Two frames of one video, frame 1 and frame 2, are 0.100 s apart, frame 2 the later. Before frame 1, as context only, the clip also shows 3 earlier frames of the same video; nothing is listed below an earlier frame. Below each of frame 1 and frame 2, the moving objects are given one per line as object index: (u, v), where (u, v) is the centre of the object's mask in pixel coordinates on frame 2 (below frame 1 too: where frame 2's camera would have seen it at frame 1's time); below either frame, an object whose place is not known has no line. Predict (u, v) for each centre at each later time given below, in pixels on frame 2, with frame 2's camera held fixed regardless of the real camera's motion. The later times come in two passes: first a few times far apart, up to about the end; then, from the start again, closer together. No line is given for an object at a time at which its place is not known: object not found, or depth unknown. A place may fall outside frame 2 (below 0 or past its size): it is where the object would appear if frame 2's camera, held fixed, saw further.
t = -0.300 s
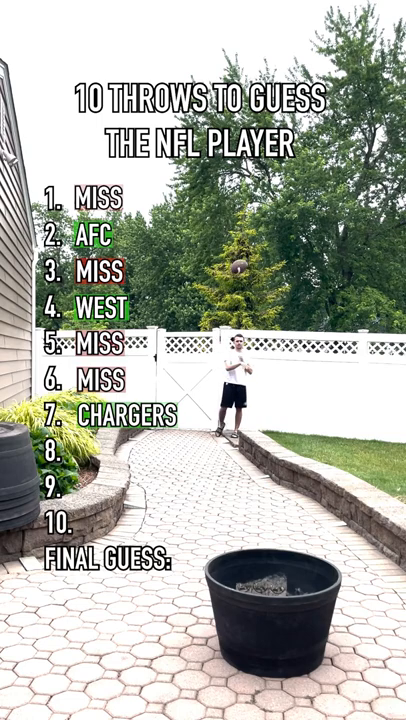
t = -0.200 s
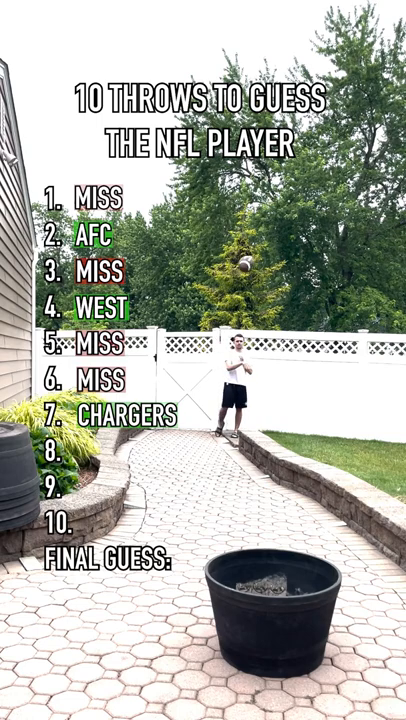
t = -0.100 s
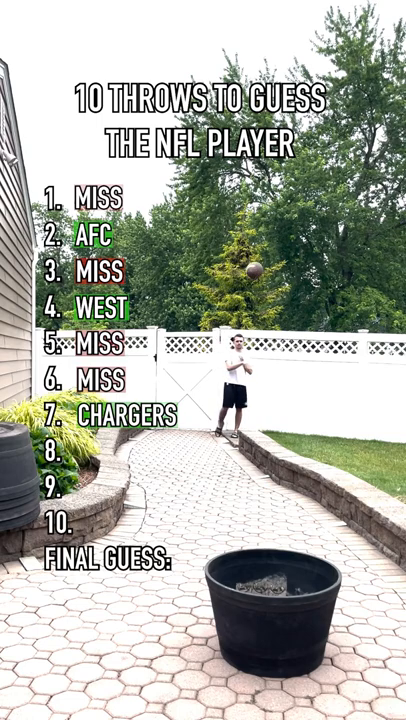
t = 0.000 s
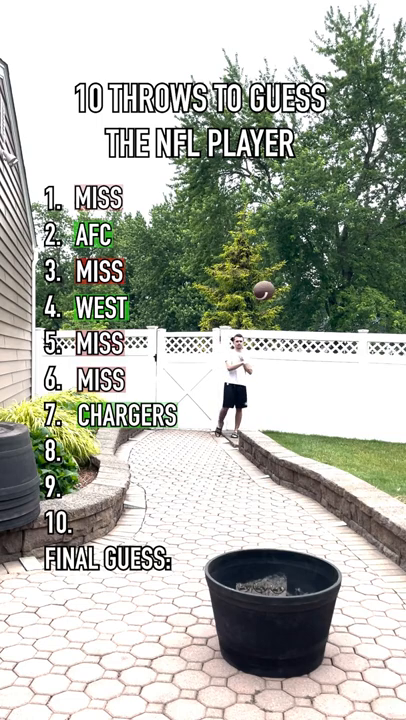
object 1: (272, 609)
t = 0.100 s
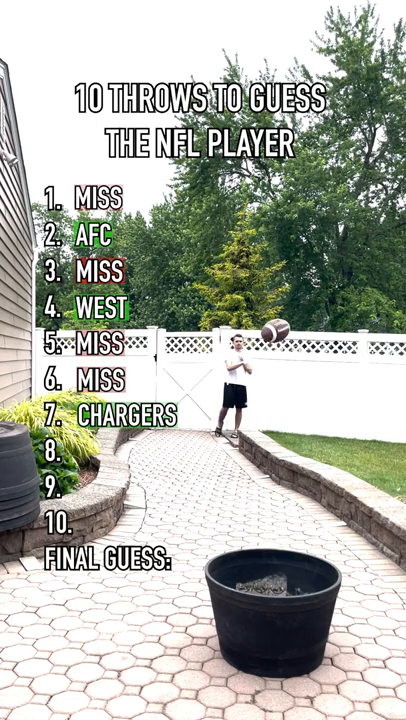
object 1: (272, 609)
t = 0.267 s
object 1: (272, 609)
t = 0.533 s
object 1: (276, 601)
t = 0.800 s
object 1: (287, 603)
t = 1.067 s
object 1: (286, 601)
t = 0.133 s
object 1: (272, 609)
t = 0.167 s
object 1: (272, 609)
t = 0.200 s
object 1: (272, 609)
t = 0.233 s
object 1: (272, 609)
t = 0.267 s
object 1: (272, 609)
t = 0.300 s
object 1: (272, 609)
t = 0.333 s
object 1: (269, 612)
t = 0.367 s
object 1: (275, 606)
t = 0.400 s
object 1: (277, 604)
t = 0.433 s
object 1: (279, 602)
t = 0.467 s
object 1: (279, 601)
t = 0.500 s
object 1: (277, 601)
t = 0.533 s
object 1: (276, 601)
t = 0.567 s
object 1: (276, 602)
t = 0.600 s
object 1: (275, 603)
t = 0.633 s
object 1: (276, 604)
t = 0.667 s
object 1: (277, 605)
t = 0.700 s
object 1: (279, 607)
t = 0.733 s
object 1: (282, 607)
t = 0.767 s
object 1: (284, 604)
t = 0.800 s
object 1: (287, 603)
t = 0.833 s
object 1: (289, 602)
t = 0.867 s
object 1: (290, 601)
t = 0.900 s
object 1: (291, 602)
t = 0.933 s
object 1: (290, 601)
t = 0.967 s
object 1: (289, 601)
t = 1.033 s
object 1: (288, 601)
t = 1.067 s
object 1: (286, 601)
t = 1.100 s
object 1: (283, 602)
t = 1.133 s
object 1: (280, 603)
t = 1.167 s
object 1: (278, 603)
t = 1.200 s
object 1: (277, 603)
